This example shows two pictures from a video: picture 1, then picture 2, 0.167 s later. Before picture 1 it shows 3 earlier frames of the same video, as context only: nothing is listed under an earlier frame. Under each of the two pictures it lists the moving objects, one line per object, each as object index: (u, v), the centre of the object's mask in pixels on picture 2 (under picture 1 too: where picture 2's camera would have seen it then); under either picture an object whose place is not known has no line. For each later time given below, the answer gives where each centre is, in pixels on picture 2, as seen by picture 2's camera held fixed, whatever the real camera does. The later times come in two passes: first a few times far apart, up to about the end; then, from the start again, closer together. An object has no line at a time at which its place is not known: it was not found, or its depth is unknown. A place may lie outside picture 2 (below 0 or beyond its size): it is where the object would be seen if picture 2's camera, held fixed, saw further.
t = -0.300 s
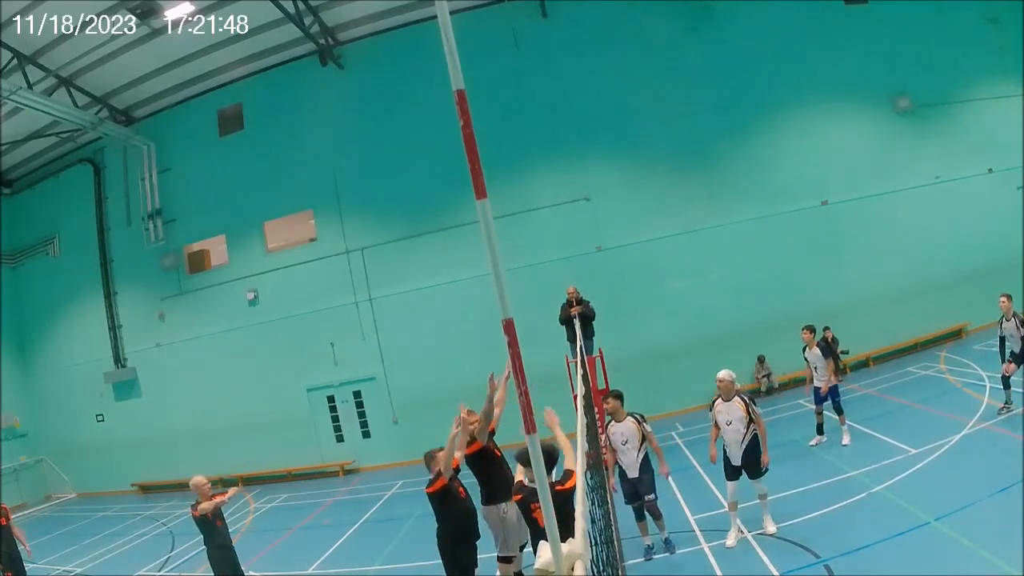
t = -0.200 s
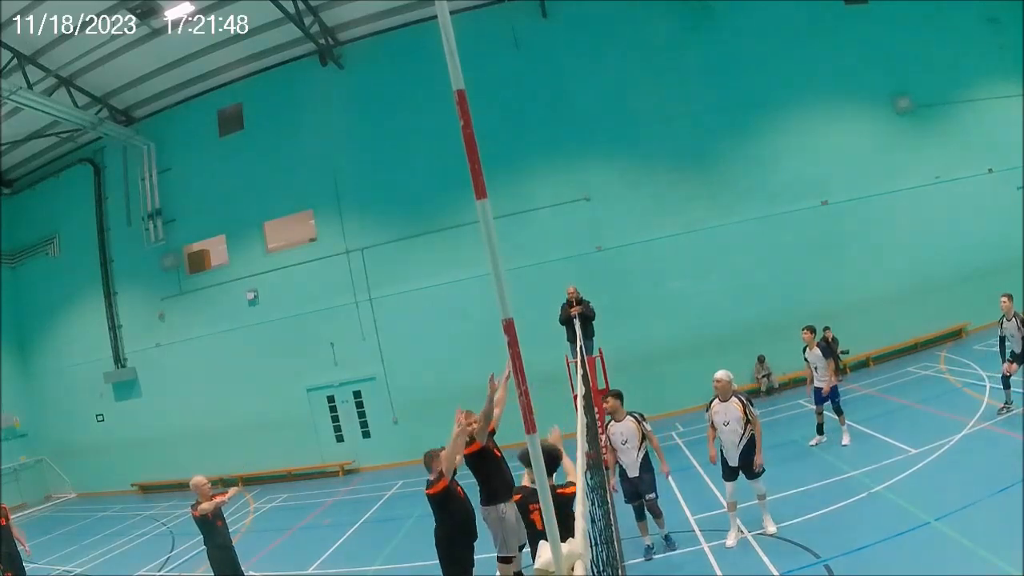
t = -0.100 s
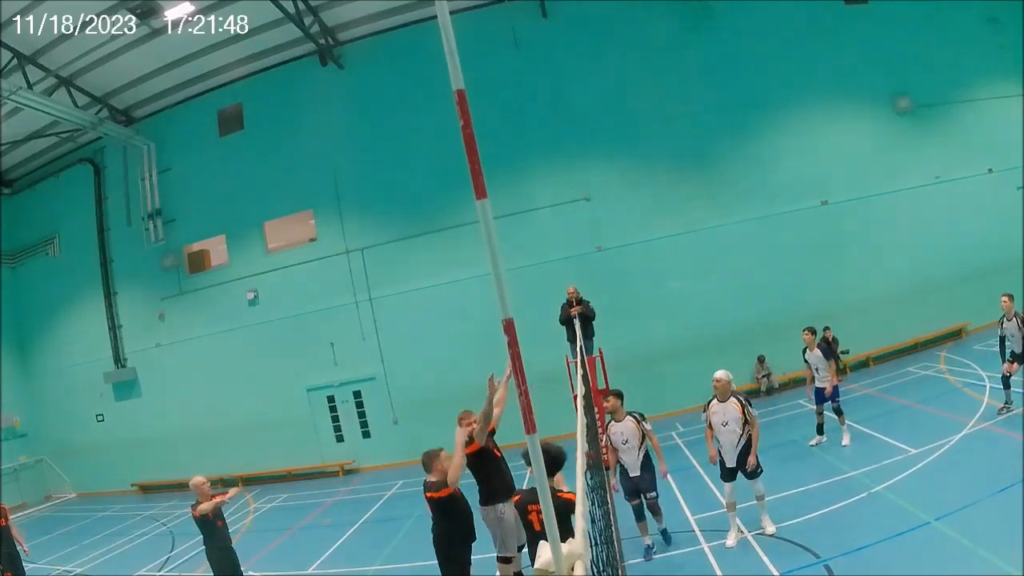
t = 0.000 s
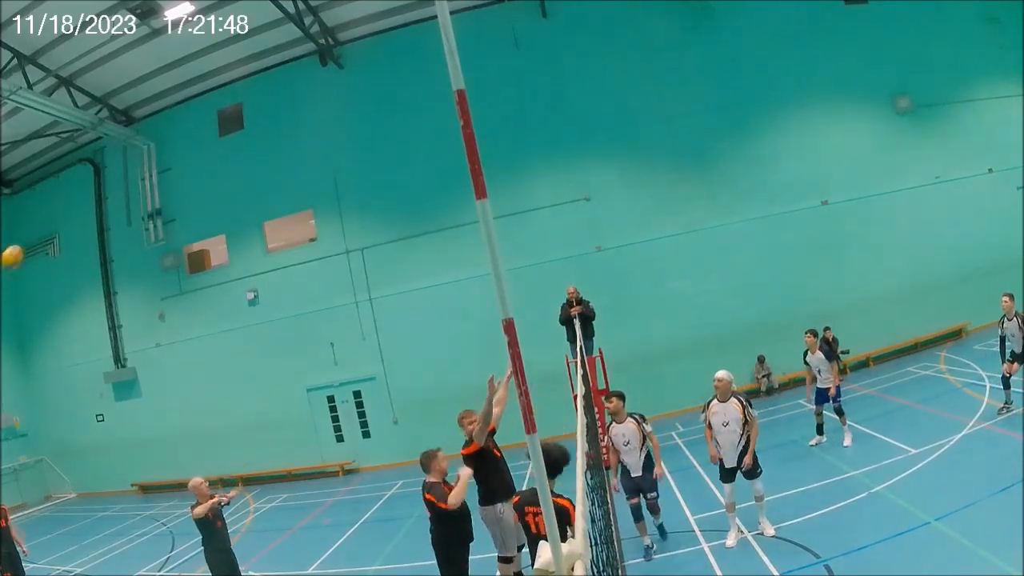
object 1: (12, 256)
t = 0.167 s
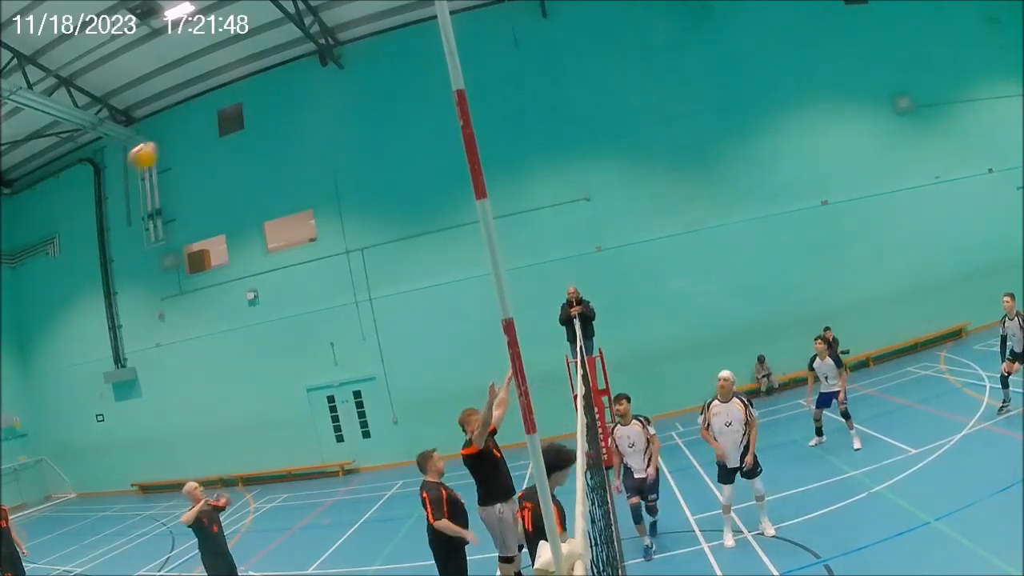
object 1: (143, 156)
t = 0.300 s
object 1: (301, 81)
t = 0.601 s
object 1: (768, 27)
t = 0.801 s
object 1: (1015, 95)
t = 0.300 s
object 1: (301, 81)
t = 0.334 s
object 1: (347, 65)
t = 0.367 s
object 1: (397, 51)
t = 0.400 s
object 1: (437, 43)
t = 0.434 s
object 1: (501, 31)
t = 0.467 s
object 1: (554, 25)
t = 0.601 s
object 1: (768, 27)
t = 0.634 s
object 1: (817, 34)
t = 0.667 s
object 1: (863, 42)
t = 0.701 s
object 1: (906, 54)
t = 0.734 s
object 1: (947, 67)
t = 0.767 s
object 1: (984, 80)
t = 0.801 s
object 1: (1015, 95)
